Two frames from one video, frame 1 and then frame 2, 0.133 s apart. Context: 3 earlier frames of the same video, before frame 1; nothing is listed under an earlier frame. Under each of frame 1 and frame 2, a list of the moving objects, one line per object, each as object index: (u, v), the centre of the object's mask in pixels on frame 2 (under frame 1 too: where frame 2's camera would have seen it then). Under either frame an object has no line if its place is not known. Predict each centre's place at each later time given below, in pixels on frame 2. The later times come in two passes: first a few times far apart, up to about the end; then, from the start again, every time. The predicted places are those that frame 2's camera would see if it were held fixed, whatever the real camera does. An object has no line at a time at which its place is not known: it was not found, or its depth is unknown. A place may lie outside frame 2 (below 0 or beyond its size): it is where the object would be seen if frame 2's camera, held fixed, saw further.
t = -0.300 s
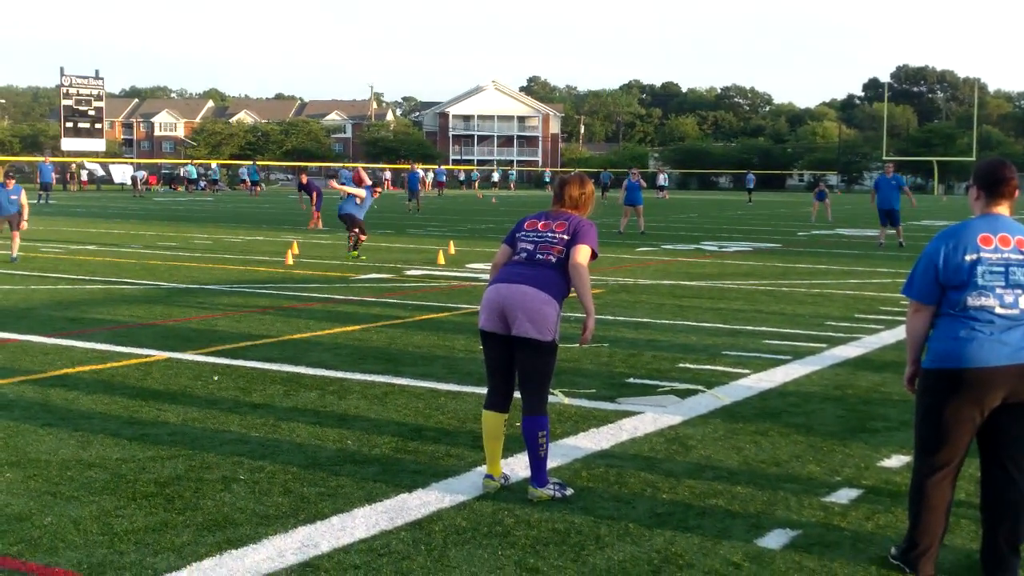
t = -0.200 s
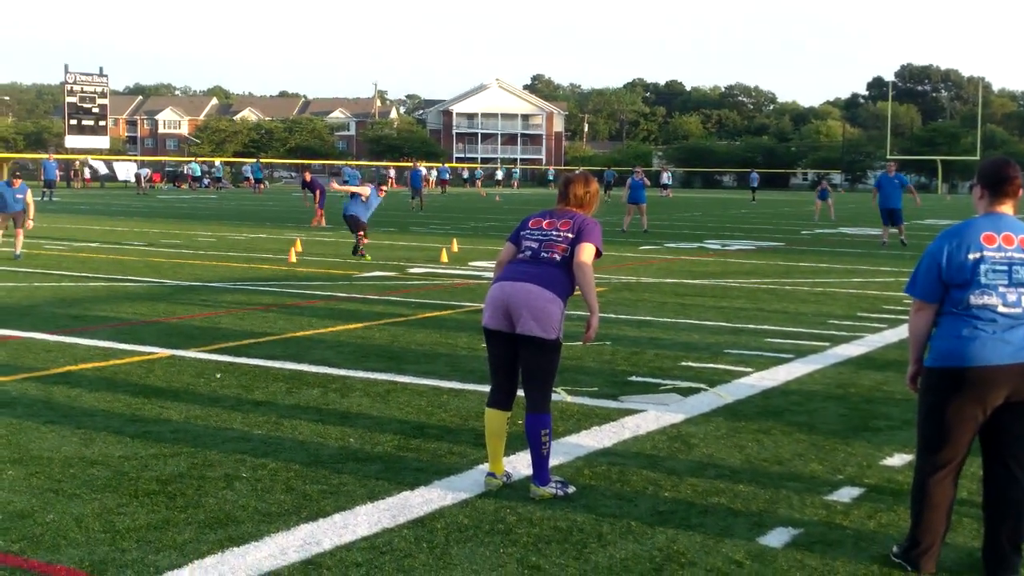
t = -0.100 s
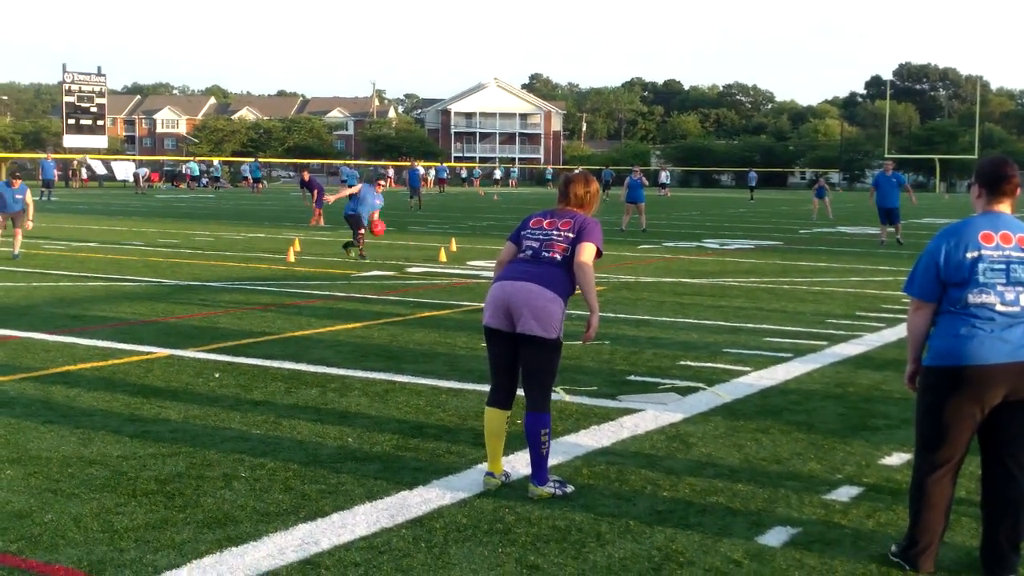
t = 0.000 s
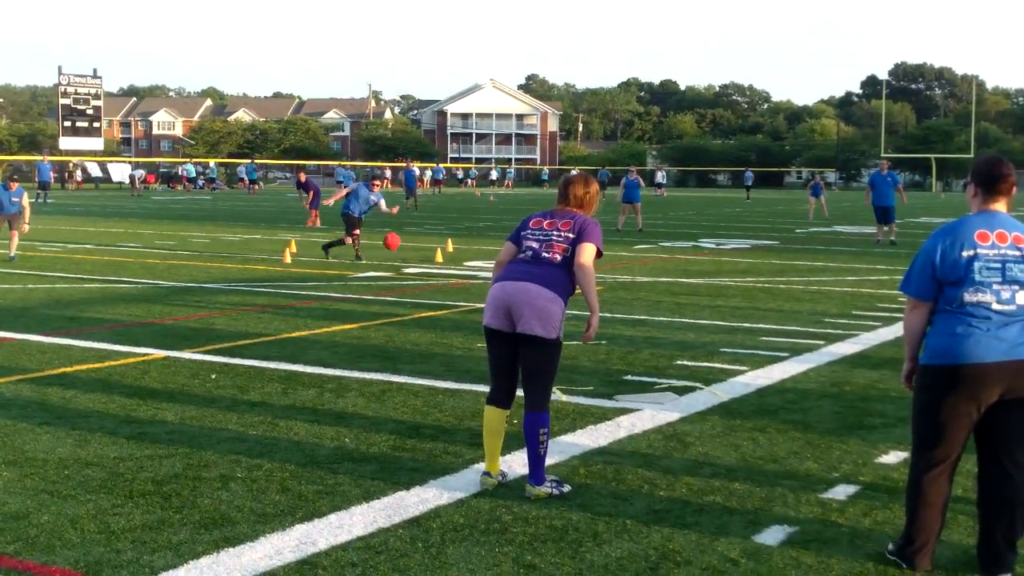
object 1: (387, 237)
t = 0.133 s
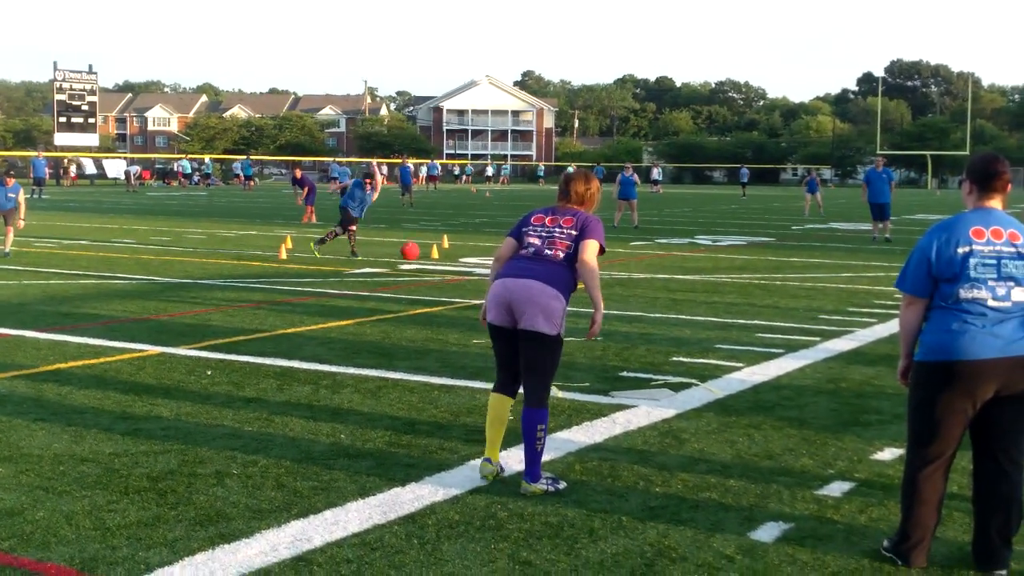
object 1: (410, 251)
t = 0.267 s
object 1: (427, 266)
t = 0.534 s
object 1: (432, 262)
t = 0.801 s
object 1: (440, 300)
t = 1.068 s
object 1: (453, 340)
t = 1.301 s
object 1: (470, 349)
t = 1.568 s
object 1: (500, 413)
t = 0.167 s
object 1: (416, 257)
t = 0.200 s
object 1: (422, 265)
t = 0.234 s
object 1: (427, 268)
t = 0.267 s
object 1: (427, 266)
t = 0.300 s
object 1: (428, 262)
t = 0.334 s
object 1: (428, 259)
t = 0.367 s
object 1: (429, 258)
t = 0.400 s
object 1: (430, 256)
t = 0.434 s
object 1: (430, 257)
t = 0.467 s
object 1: (431, 258)
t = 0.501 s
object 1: (431, 259)
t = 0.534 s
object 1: (432, 262)
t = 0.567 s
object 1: (433, 267)
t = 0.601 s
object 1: (434, 272)
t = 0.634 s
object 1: (434, 280)
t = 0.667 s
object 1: (436, 288)
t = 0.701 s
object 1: (436, 298)
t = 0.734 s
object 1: (438, 302)
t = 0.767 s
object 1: (439, 300)
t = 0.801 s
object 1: (440, 300)
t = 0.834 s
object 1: (442, 299)
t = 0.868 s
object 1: (443, 300)
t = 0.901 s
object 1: (444, 303)
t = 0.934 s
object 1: (446, 307)
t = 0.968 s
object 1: (447, 313)
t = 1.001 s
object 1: (449, 321)
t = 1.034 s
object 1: (451, 329)
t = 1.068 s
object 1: (453, 340)
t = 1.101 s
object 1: (455, 341)
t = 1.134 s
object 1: (456, 338)
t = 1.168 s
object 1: (459, 336)
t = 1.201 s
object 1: (462, 337)
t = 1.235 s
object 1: (464, 339)
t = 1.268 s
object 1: (468, 342)
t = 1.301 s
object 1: (470, 349)
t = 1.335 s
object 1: (474, 356)
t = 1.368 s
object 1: (477, 366)
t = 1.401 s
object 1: (480, 380)
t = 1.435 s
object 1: (484, 395)
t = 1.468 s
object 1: (488, 413)
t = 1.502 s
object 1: (491, 416)
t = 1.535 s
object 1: (496, 413)
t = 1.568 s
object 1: (500, 413)
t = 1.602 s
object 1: (503, 415)
